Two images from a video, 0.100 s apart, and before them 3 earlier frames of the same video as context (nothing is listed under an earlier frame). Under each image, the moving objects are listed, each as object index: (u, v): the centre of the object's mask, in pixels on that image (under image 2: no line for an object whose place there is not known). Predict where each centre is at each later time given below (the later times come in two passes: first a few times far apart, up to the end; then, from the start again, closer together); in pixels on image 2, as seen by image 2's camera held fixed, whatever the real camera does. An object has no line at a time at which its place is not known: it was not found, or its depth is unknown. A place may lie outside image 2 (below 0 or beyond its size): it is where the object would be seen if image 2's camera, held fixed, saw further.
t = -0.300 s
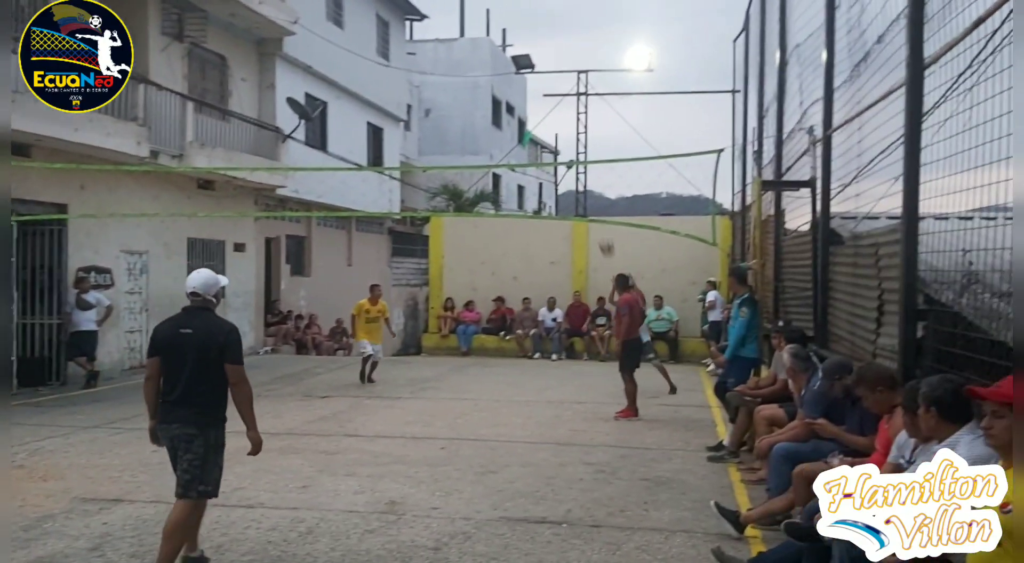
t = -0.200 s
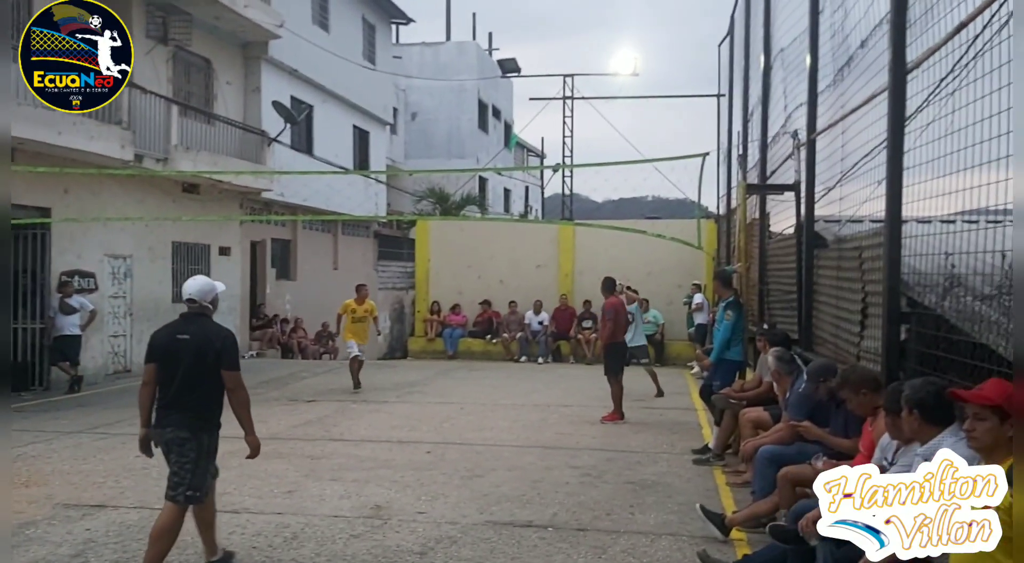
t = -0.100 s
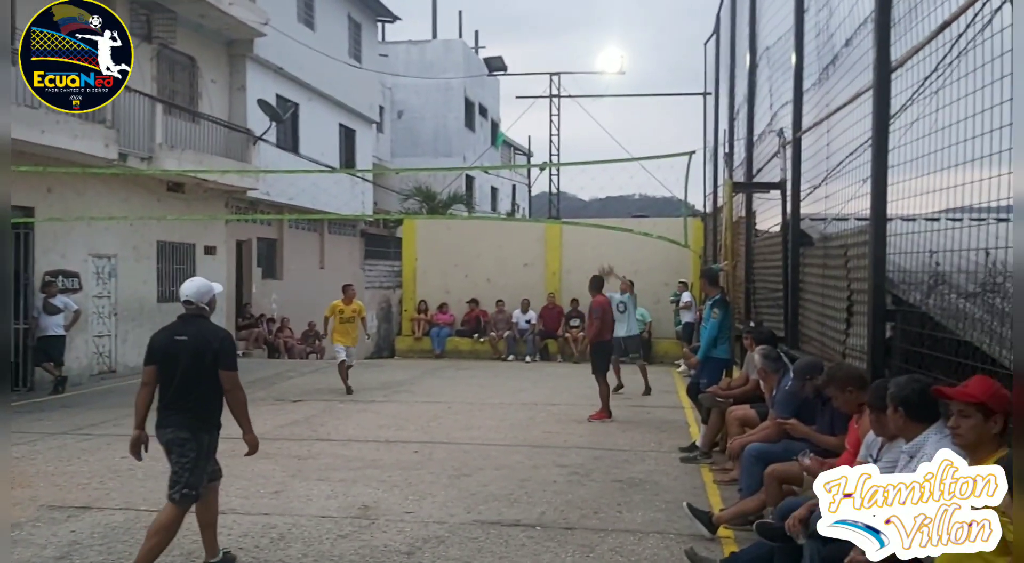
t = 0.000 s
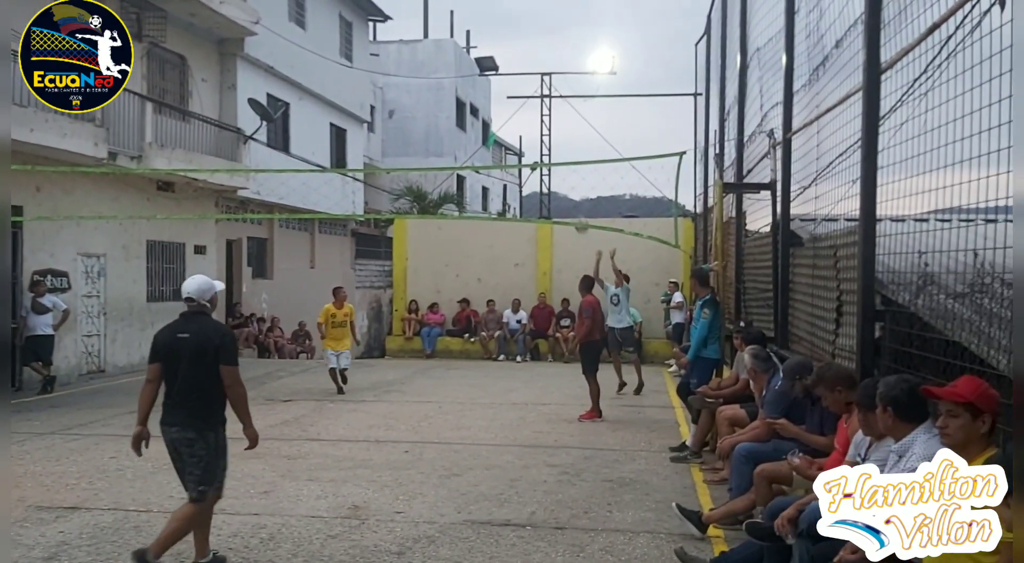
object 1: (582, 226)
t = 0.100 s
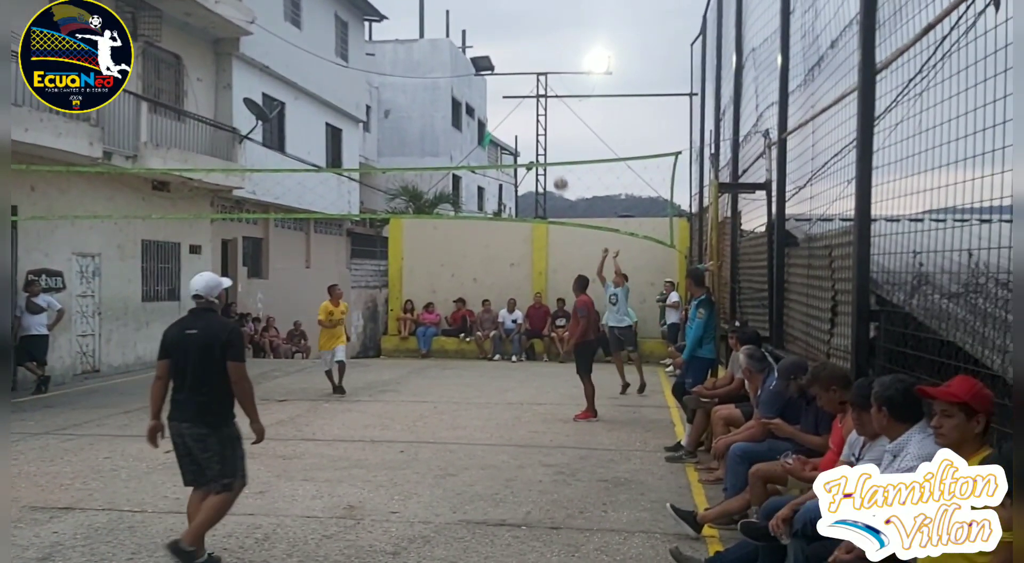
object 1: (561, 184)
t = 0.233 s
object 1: (538, 137)
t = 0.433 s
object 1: (502, 90)
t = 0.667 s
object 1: (457, 69)
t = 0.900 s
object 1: (408, 88)
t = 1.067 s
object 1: (373, 130)
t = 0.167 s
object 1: (549, 159)
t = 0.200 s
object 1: (543, 149)
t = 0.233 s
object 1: (538, 137)
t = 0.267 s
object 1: (531, 128)
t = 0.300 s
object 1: (526, 119)
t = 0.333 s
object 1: (520, 111)
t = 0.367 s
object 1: (514, 103)
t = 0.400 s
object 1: (508, 96)
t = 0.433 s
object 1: (502, 90)
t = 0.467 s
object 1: (495, 84)
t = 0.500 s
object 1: (489, 80)
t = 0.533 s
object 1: (483, 76)
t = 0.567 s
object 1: (477, 73)
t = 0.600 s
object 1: (470, 71)
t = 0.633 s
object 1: (464, 70)
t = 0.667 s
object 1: (457, 69)
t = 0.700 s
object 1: (450, 69)
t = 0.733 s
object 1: (443, 70)
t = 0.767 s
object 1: (436, 72)
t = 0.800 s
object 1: (429, 75)
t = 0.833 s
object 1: (423, 78)
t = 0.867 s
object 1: (416, 83)
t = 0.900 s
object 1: (408, 88)
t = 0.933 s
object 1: (401, 95)
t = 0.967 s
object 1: (394, 102)
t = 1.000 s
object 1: (388, 110)
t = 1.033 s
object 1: (381, 119)
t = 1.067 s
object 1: (373, 130)
